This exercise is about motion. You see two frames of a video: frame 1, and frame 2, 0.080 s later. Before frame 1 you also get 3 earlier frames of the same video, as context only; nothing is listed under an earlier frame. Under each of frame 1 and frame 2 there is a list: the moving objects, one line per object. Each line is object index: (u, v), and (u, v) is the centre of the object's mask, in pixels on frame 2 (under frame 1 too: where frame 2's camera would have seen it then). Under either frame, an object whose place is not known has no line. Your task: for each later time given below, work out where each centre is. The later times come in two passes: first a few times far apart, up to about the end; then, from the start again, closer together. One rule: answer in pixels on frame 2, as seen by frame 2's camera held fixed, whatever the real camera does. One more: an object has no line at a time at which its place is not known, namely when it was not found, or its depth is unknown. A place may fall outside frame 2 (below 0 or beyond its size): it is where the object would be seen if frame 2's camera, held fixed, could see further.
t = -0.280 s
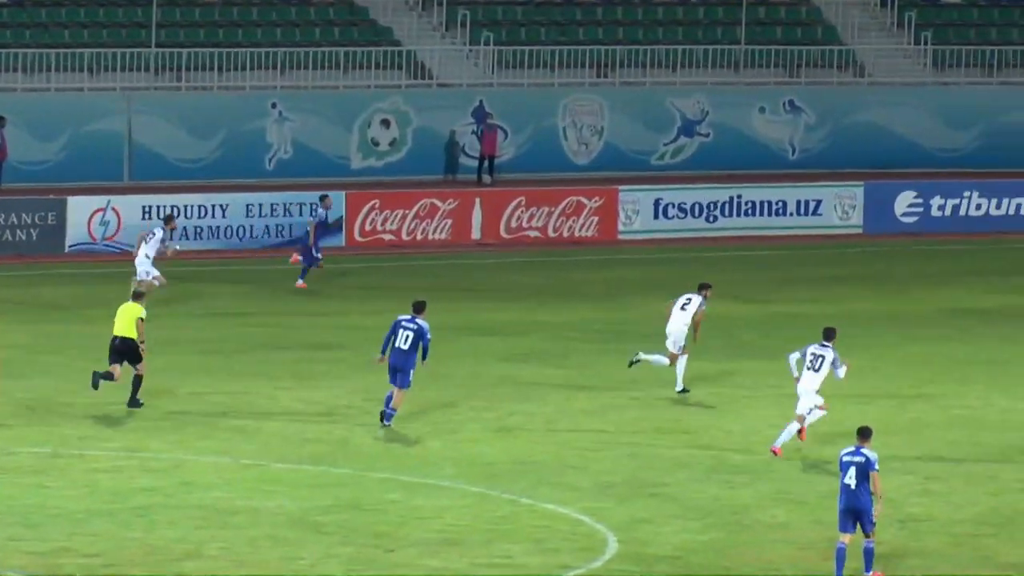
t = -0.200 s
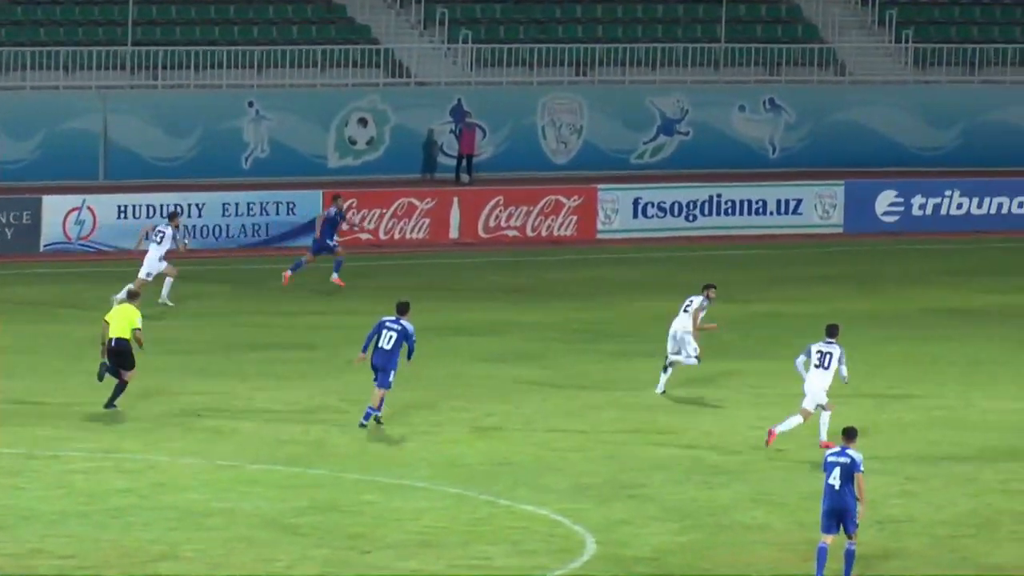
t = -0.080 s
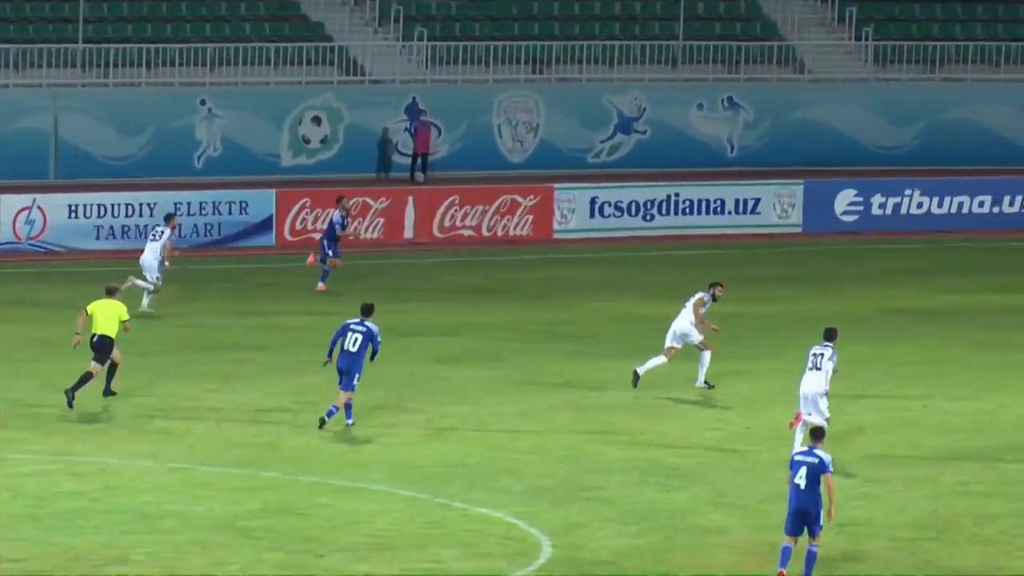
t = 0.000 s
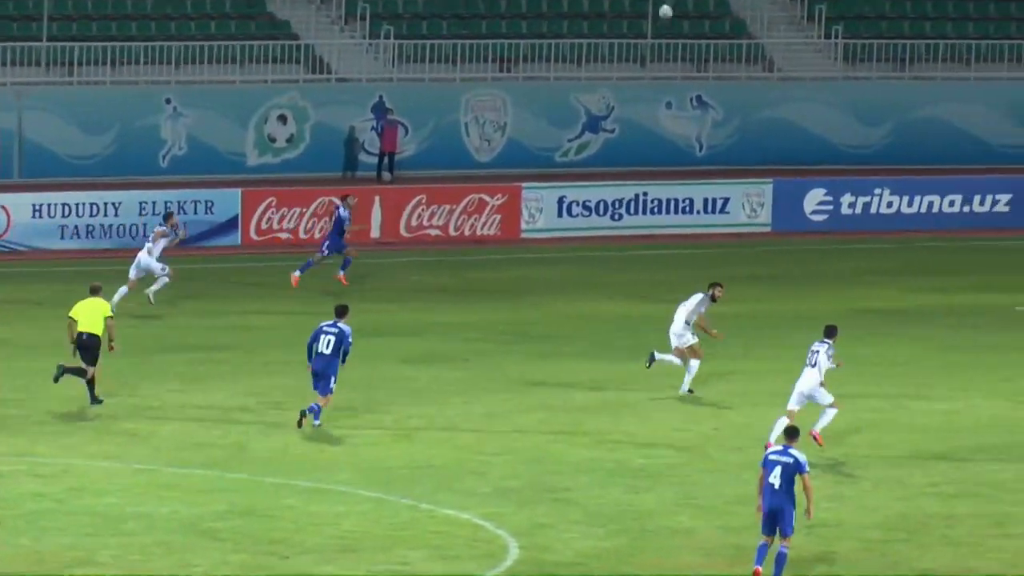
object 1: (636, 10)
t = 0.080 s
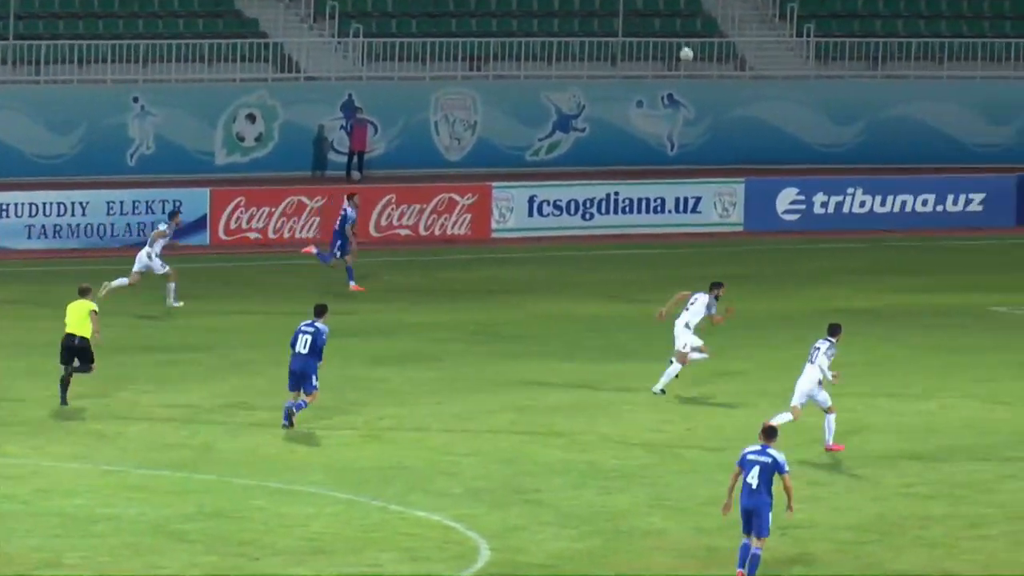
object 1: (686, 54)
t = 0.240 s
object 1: (788, 147)
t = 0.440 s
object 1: (913, 276)
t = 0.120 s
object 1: (712, 77)
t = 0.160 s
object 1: (737, 100)
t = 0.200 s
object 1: (762, 123)
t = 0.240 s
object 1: (788, 147)
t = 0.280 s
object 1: (813, 171)
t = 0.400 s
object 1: (887, 249)
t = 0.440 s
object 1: (913, 276)
